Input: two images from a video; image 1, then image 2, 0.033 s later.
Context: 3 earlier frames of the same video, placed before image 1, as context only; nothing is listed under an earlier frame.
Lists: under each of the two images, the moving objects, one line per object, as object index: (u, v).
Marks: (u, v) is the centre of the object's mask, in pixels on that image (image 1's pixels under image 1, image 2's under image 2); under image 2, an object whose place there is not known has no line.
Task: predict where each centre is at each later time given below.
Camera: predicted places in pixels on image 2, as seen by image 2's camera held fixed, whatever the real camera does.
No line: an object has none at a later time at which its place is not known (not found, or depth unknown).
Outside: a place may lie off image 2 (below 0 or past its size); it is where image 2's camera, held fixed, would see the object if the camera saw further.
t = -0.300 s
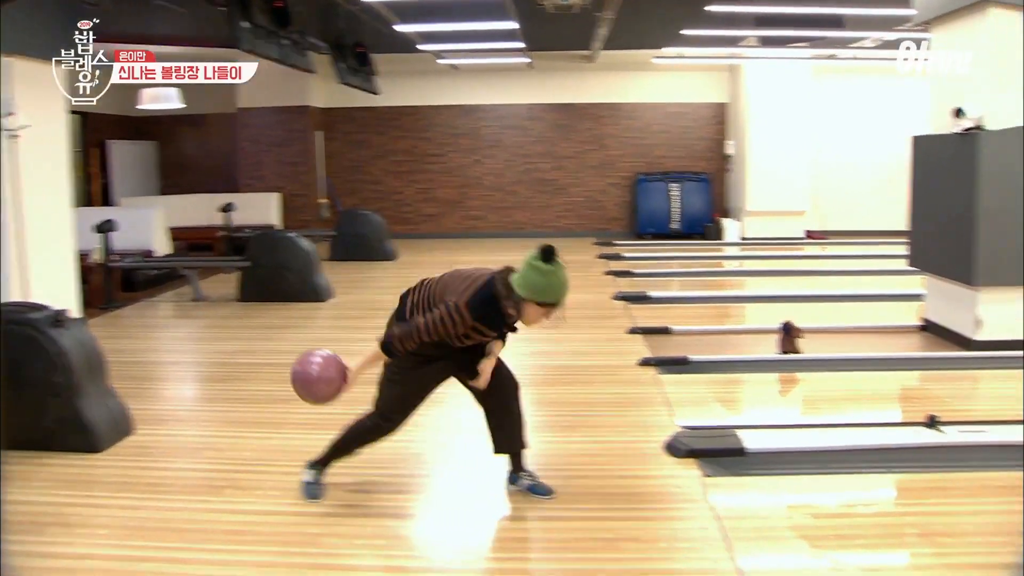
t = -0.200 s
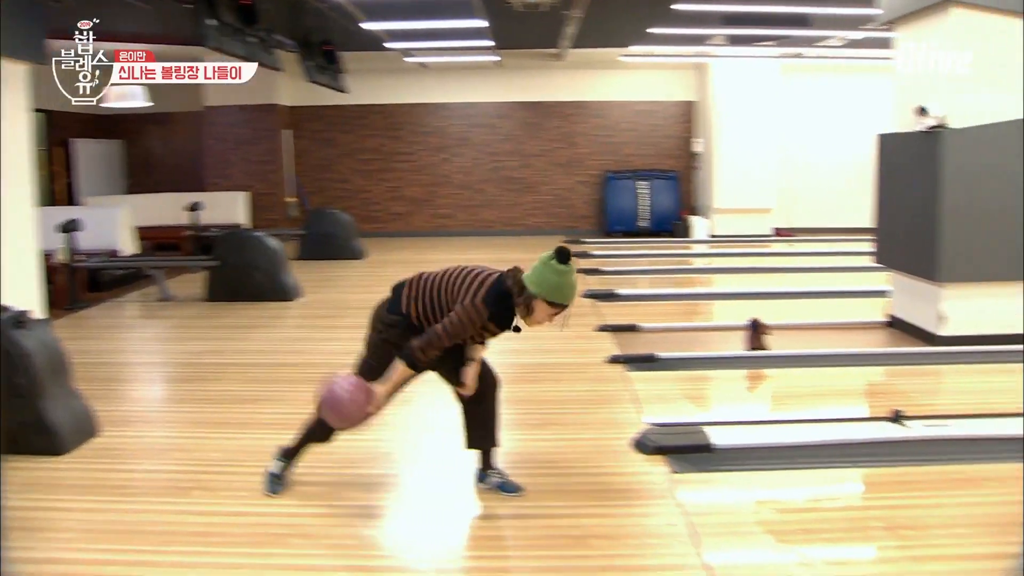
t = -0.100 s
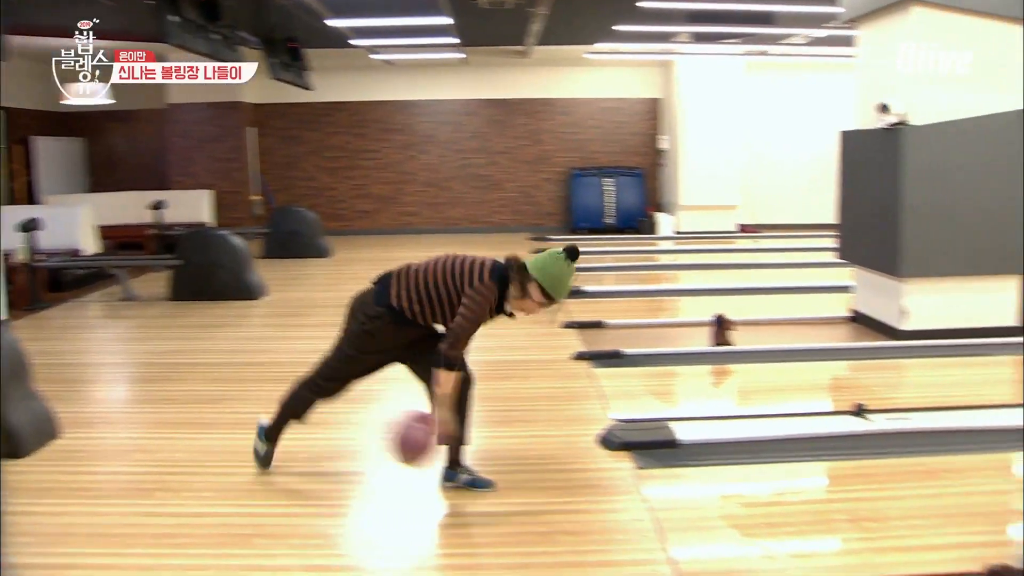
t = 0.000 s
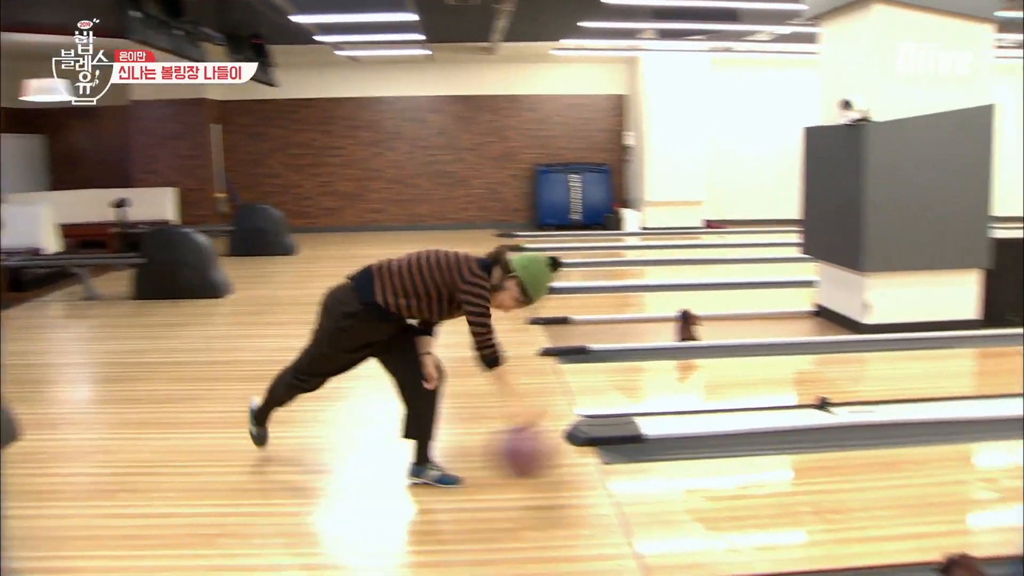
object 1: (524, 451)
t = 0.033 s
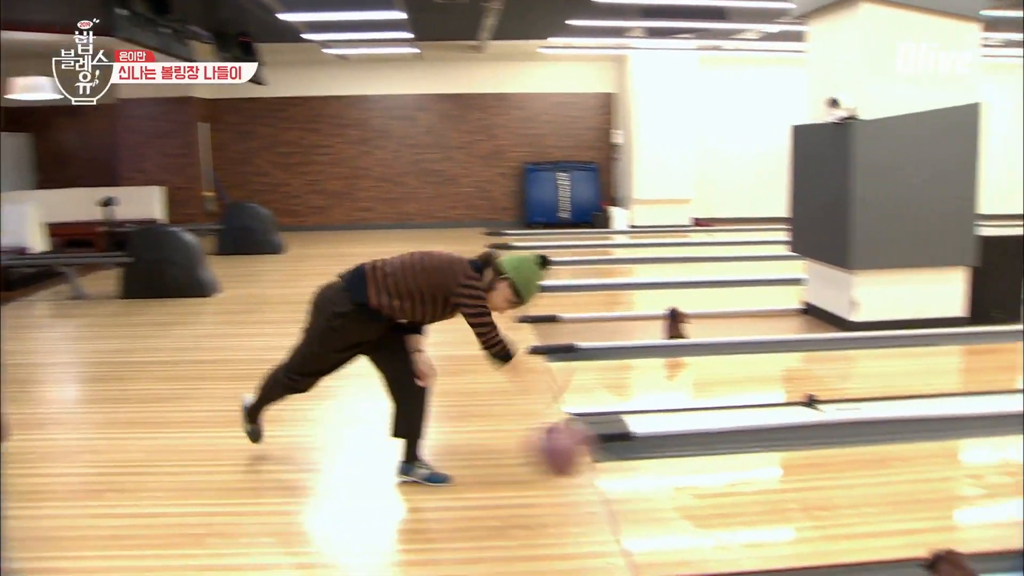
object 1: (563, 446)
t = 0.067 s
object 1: (610, 449)
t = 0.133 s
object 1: (701, 460)
